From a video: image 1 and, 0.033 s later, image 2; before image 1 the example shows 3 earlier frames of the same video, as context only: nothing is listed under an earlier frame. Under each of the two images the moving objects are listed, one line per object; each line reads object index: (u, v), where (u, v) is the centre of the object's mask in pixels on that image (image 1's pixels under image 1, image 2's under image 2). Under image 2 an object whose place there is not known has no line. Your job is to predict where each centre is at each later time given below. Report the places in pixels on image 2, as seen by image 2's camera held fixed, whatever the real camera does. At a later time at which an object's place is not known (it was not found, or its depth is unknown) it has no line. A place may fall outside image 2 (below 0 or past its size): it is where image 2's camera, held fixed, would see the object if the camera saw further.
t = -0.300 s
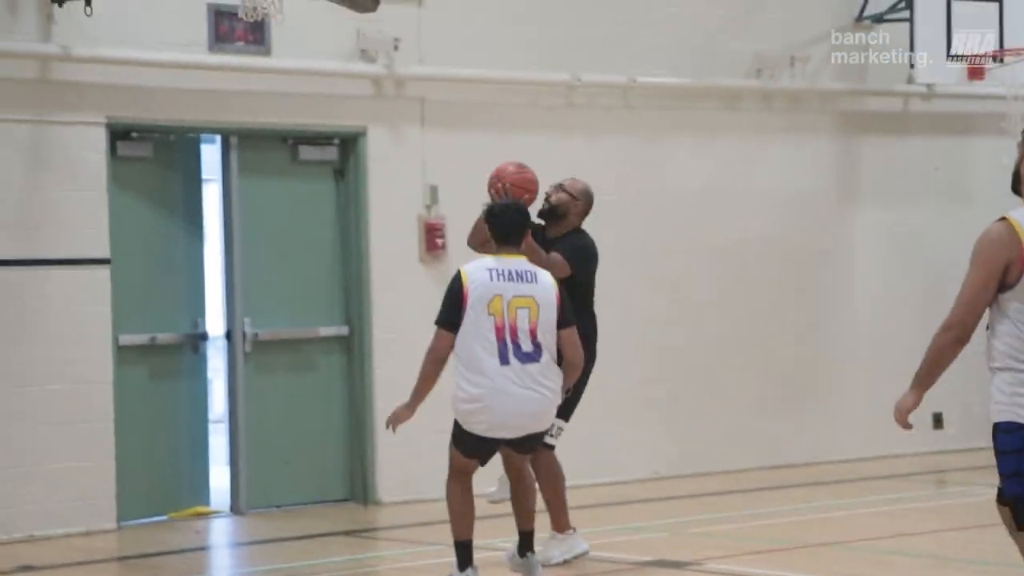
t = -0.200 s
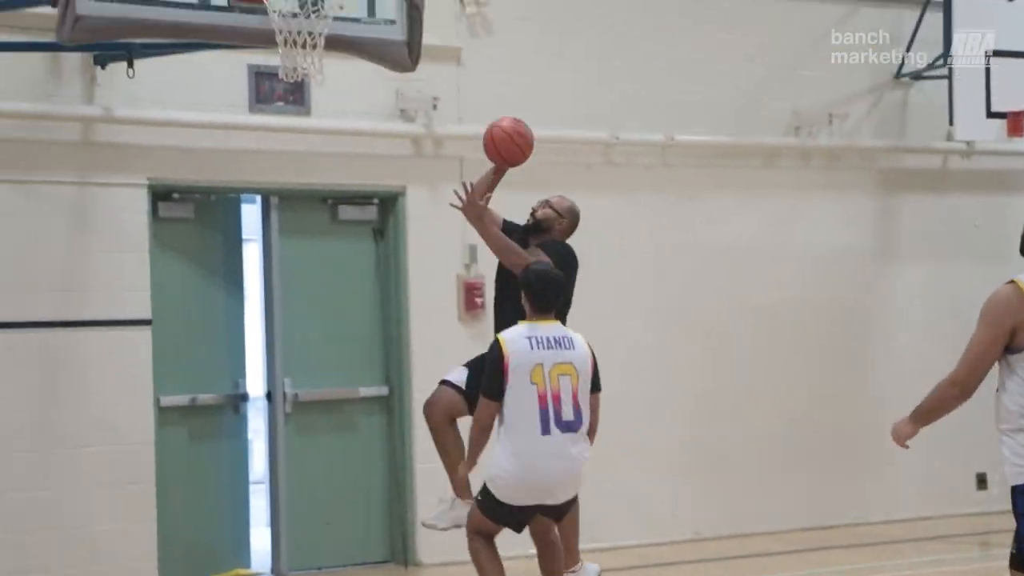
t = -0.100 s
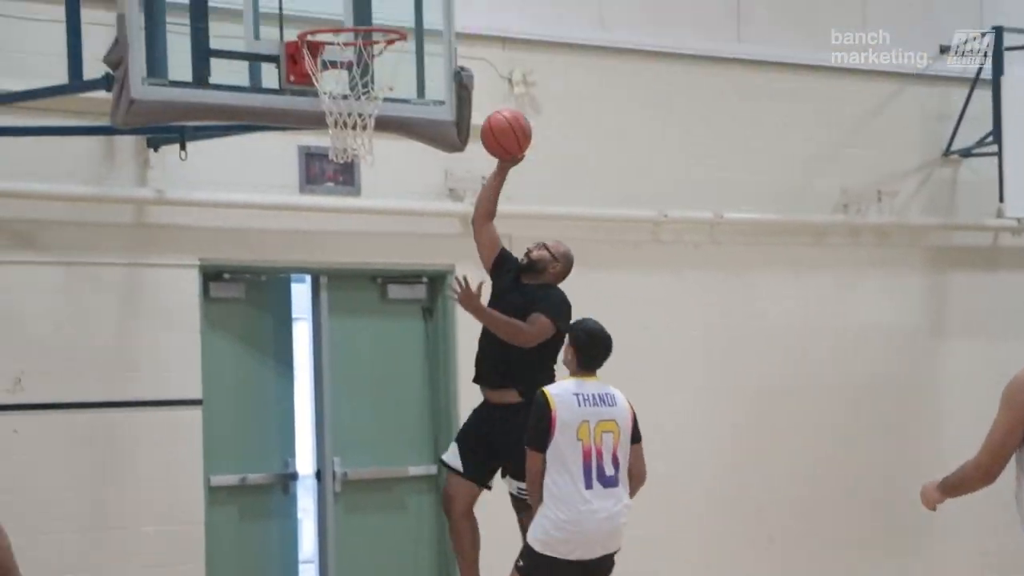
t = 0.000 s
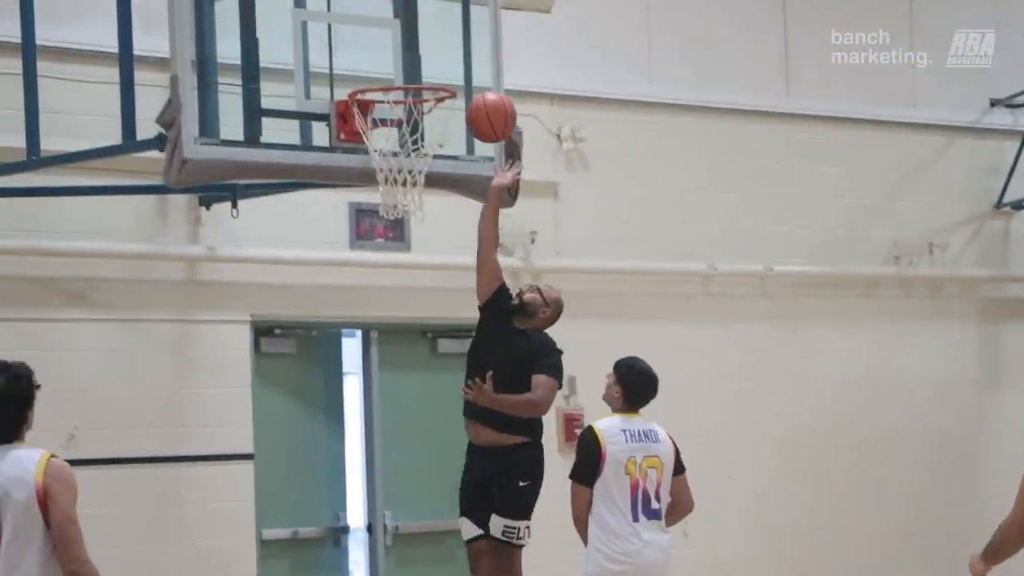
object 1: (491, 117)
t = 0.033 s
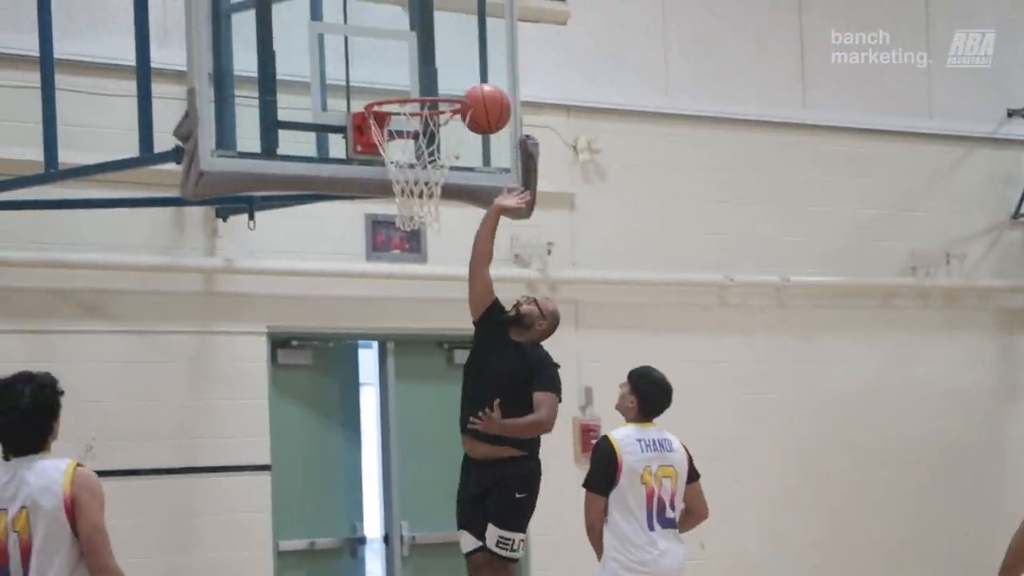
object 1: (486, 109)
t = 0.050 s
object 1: (474, 100)
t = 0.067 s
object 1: (464, 91)
